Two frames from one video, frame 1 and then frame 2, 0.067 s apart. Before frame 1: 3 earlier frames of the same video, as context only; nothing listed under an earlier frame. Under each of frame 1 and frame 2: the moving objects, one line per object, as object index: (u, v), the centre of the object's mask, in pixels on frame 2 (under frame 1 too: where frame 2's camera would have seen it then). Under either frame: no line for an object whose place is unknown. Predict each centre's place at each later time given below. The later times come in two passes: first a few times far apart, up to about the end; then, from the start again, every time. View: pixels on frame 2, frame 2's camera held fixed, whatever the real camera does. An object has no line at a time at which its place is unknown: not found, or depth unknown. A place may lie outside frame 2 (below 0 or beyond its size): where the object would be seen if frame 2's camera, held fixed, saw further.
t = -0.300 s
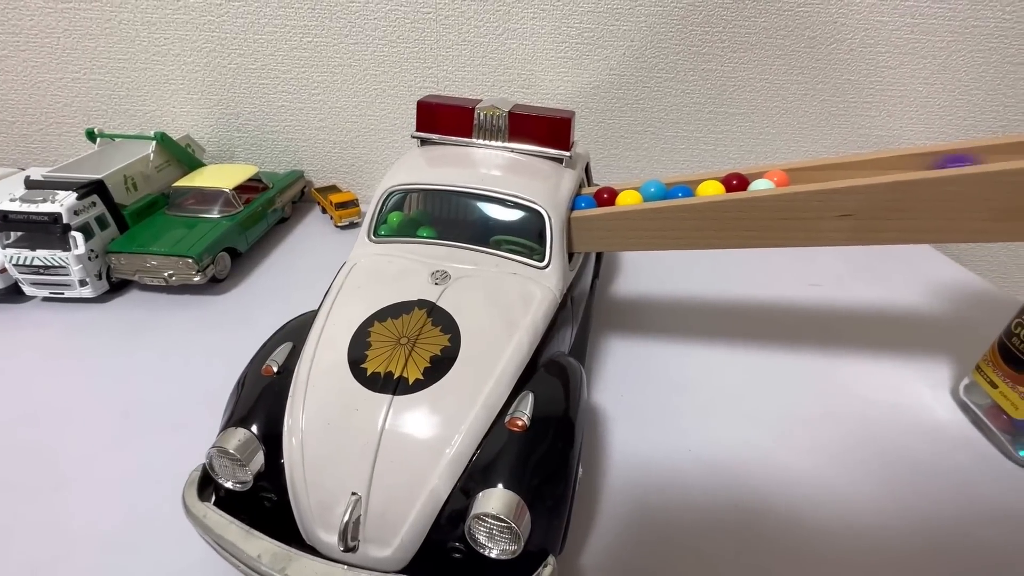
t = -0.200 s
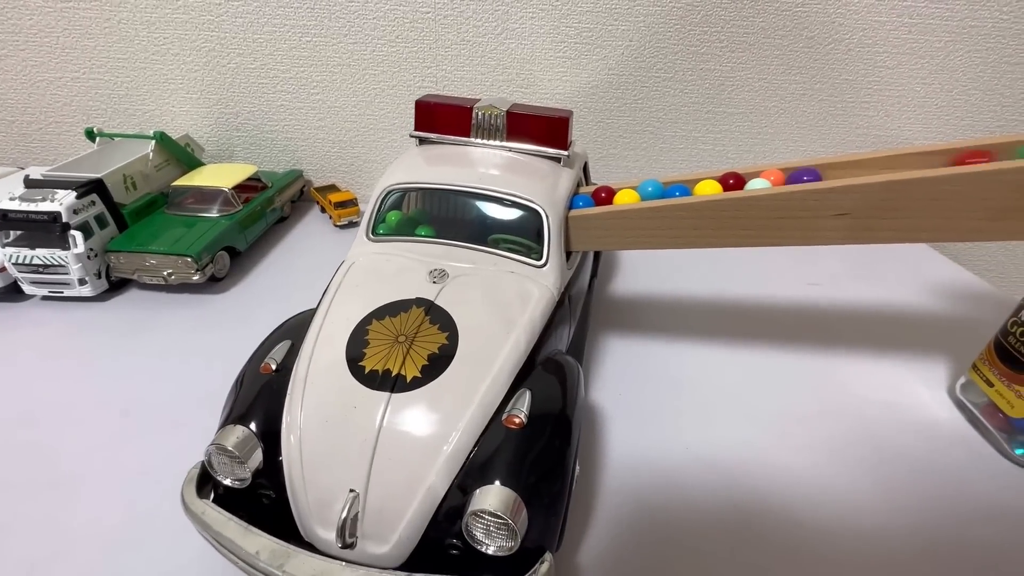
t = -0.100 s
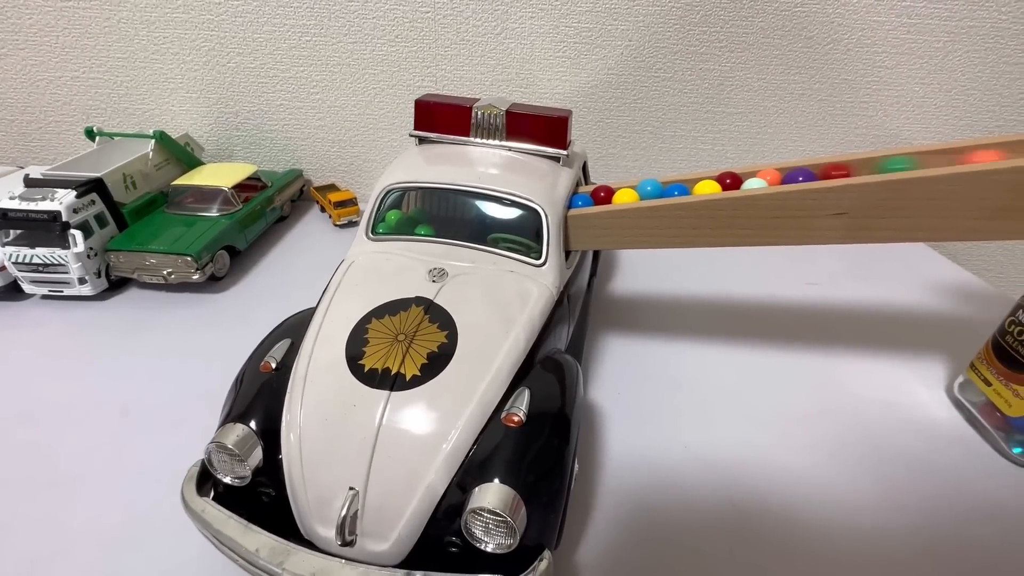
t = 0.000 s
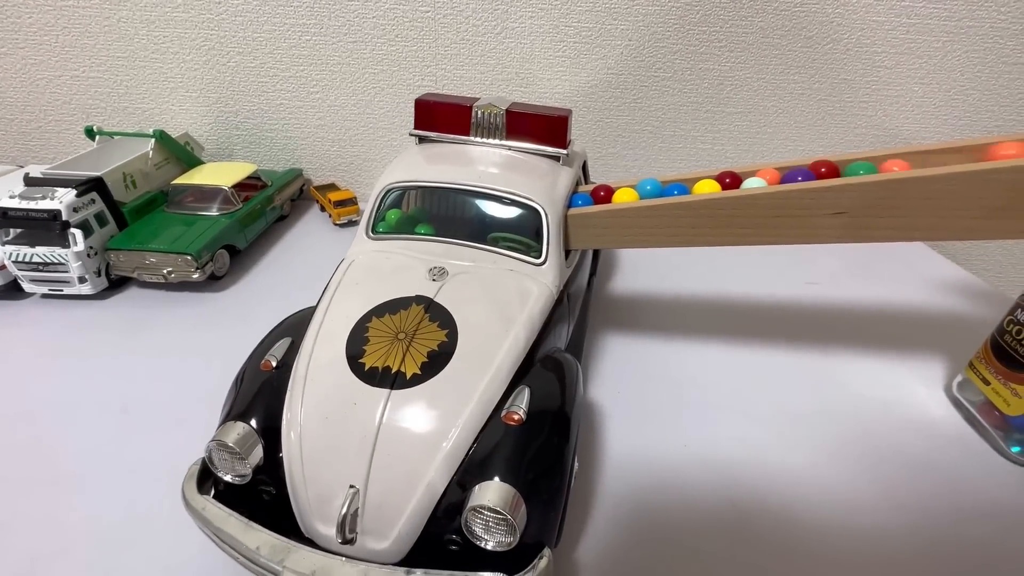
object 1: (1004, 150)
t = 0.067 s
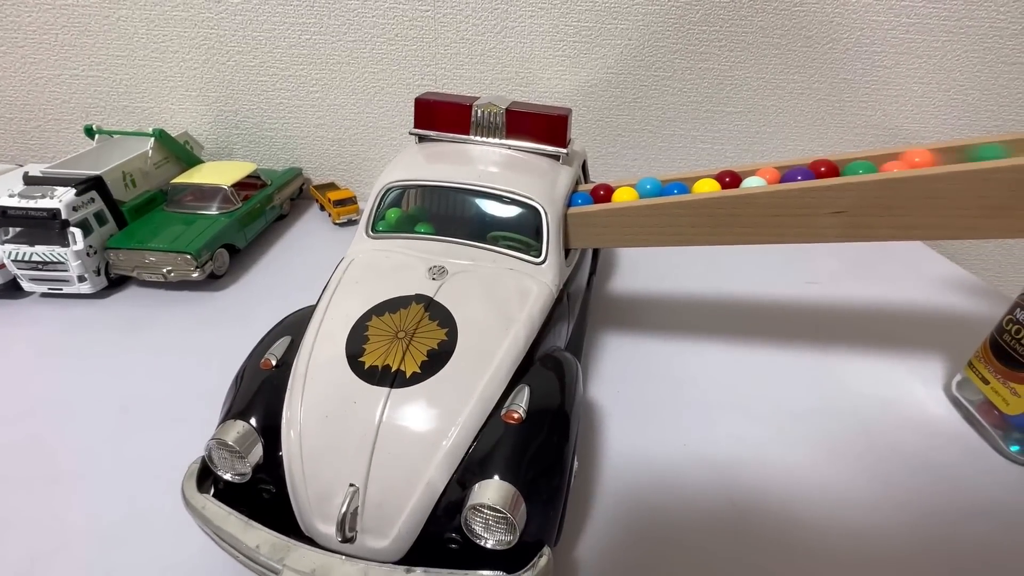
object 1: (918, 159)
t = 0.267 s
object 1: (914, 158)
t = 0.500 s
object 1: (914, 158)
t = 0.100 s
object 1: (918, 158)
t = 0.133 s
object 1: (920, 158)
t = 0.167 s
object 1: (916, 158)
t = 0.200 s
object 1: (914, 158)
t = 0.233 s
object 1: (915, 158)
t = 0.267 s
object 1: (914, 158)
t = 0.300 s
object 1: (915, 158)
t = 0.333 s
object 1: (914, 159)
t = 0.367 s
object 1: (915, 158)
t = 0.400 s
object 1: (914, 159)
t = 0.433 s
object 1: (914, 159)
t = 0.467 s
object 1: (914, 159)
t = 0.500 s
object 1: (914, 158)
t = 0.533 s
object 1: (915, 158)
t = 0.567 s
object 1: (915, 158)
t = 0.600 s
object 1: (915, 158)
